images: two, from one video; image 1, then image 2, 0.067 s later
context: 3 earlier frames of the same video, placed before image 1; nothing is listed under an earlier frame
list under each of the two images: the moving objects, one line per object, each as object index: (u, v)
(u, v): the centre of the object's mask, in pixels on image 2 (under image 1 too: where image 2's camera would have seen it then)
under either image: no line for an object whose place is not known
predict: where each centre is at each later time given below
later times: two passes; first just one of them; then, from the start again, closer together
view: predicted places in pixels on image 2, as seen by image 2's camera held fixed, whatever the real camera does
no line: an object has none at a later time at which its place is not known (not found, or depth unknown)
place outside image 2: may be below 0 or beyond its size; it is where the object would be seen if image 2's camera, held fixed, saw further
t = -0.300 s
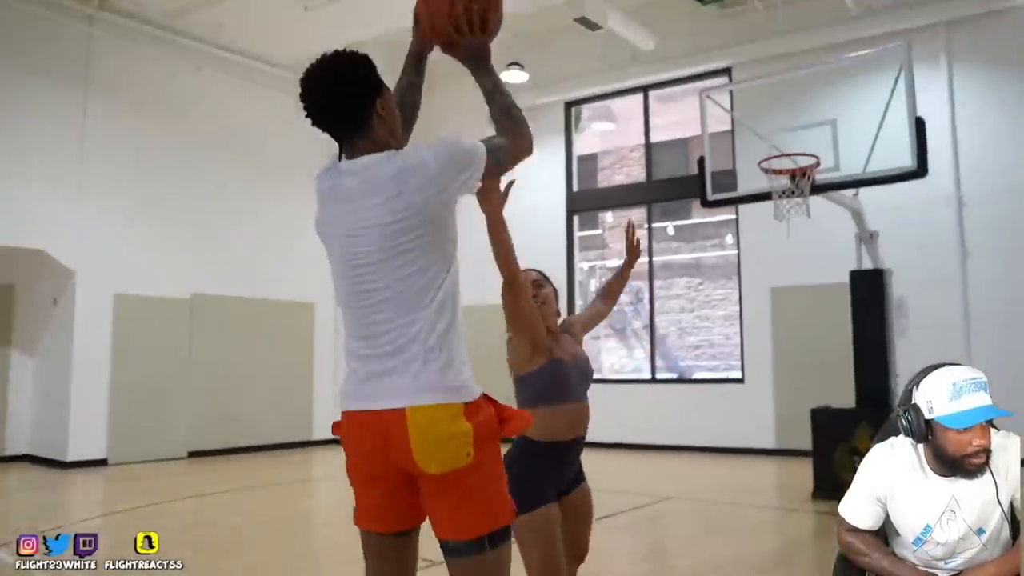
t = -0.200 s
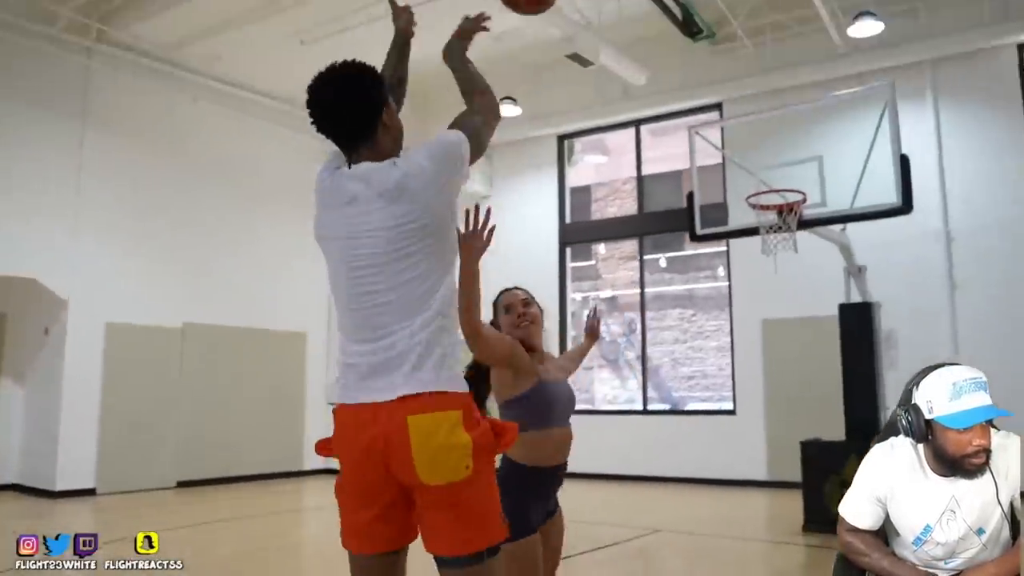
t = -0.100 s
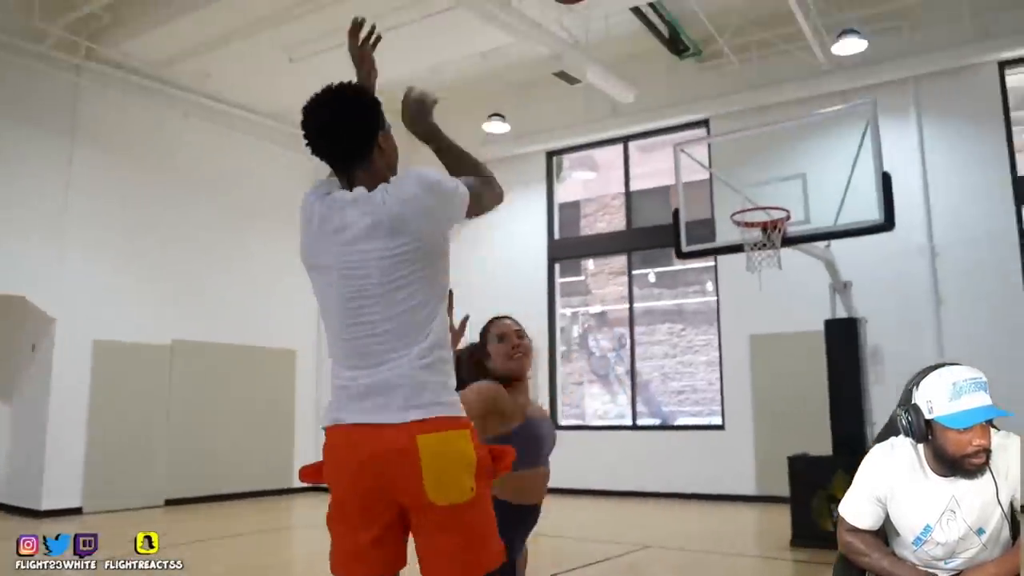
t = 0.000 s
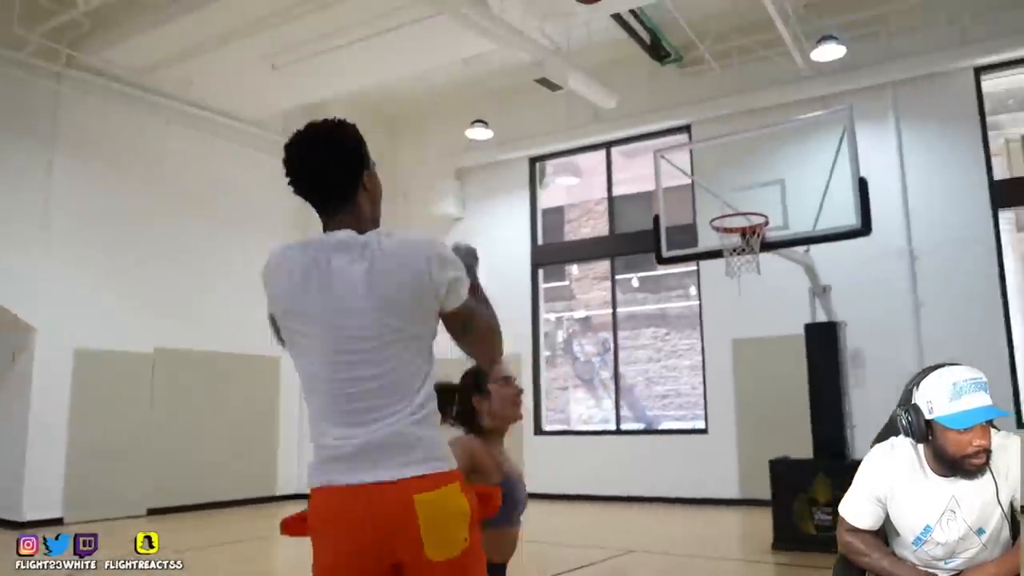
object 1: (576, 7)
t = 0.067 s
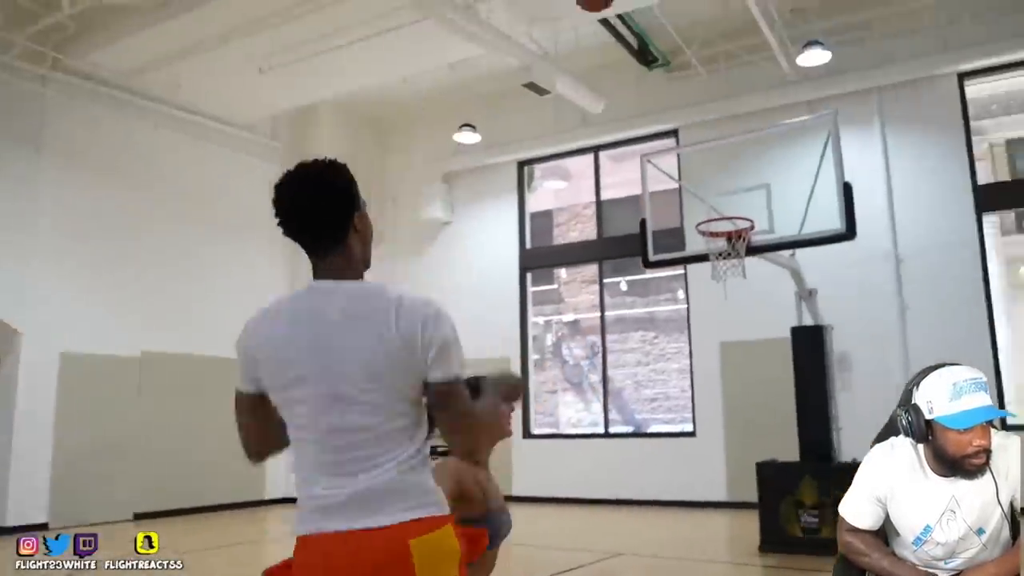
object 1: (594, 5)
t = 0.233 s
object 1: (638, 27)
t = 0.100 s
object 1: (605, 6)
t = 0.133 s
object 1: (616, 8)
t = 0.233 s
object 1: (638, 27)
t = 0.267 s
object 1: (646, 36)
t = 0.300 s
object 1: (653, 48)
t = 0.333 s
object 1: (659, 60)
